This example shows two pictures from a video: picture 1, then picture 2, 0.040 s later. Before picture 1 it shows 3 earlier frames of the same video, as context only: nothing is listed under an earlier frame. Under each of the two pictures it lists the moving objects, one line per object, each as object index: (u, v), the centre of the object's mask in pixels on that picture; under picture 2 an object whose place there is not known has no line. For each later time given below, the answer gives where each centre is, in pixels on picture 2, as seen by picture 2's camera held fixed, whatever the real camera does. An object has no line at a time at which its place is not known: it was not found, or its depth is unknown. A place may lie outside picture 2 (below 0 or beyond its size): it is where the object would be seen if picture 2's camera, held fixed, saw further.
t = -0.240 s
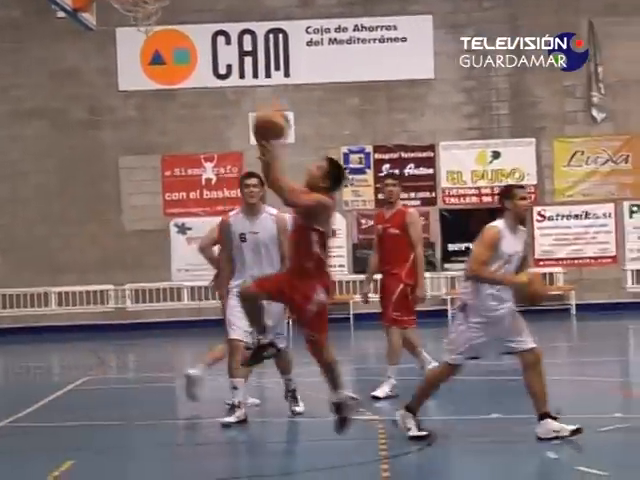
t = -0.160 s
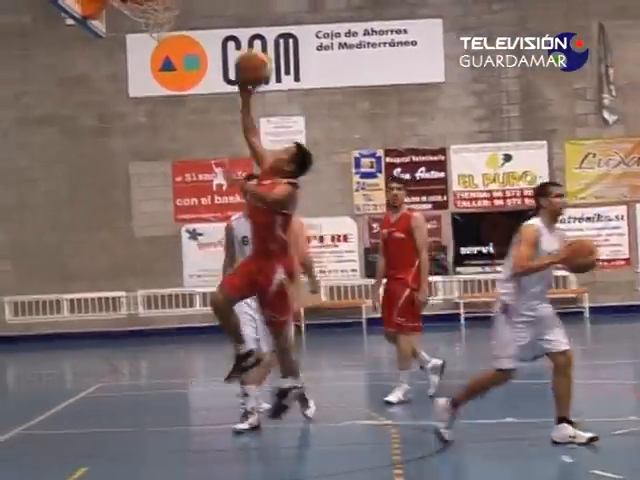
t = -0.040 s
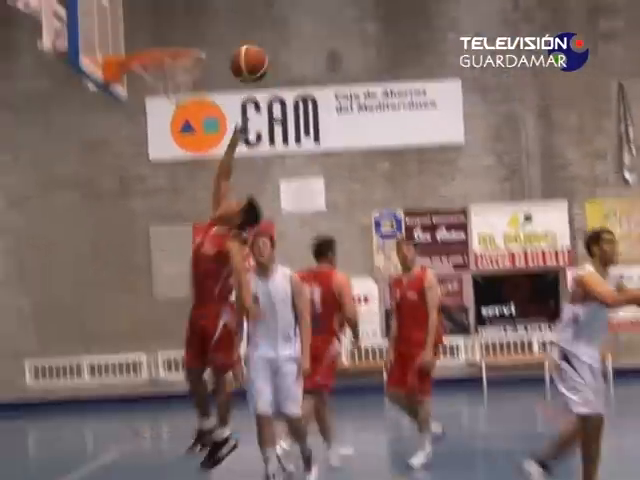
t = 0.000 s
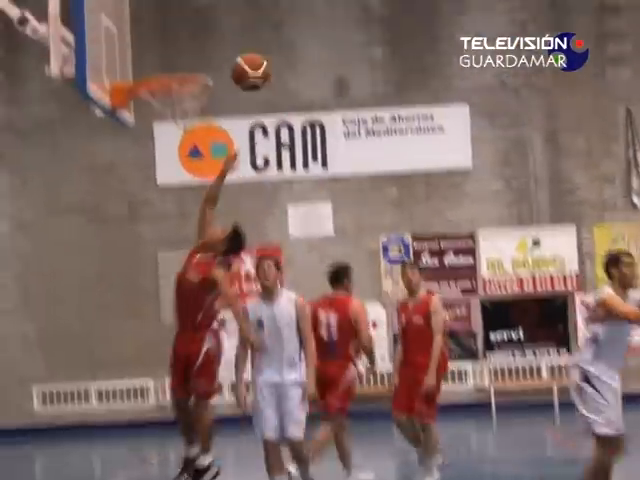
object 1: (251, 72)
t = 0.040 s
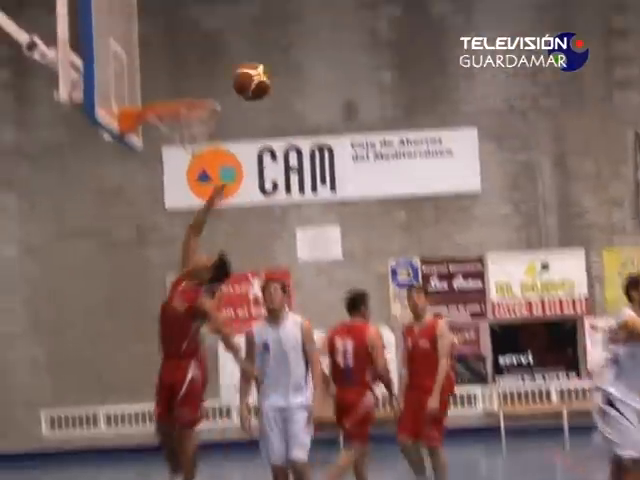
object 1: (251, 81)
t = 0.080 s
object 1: (247, 68)
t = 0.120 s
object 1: (241, 58)
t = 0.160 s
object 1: (236, 51)
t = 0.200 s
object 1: (231, 46)
